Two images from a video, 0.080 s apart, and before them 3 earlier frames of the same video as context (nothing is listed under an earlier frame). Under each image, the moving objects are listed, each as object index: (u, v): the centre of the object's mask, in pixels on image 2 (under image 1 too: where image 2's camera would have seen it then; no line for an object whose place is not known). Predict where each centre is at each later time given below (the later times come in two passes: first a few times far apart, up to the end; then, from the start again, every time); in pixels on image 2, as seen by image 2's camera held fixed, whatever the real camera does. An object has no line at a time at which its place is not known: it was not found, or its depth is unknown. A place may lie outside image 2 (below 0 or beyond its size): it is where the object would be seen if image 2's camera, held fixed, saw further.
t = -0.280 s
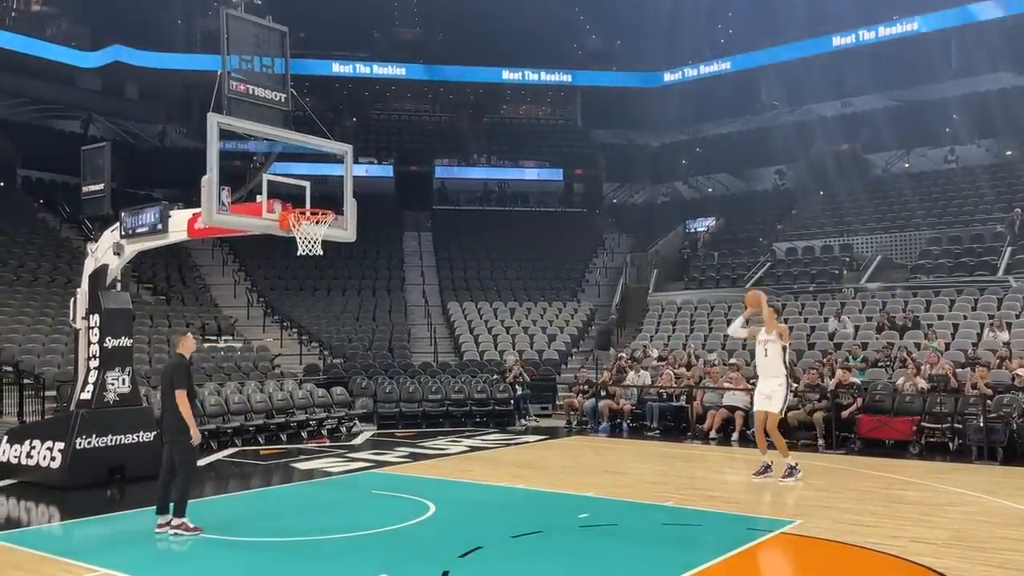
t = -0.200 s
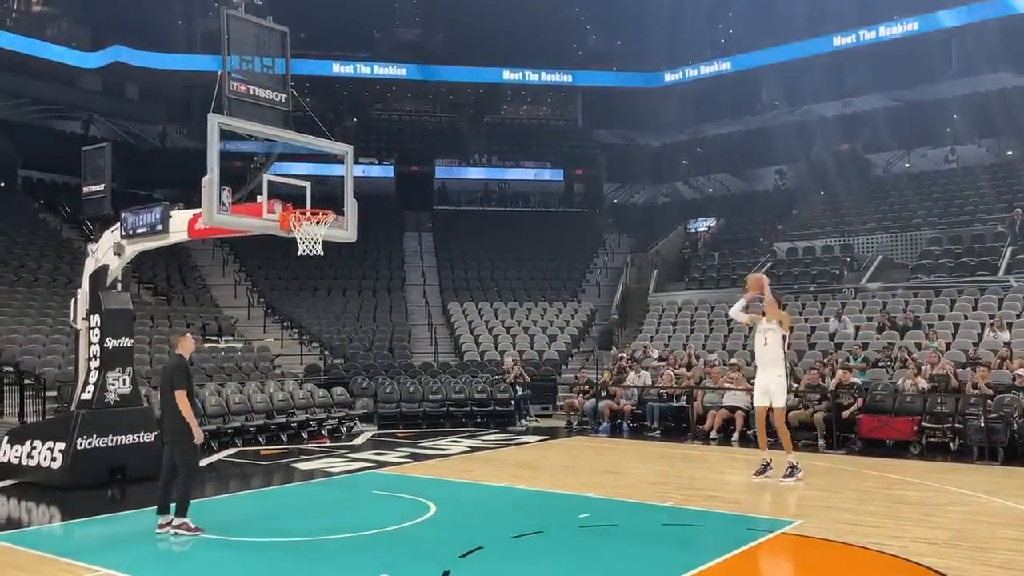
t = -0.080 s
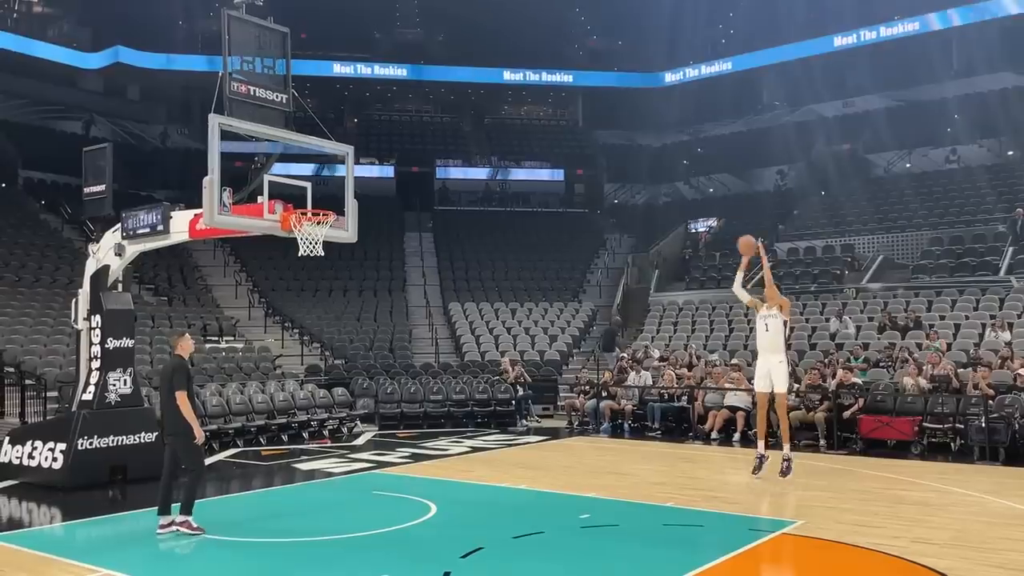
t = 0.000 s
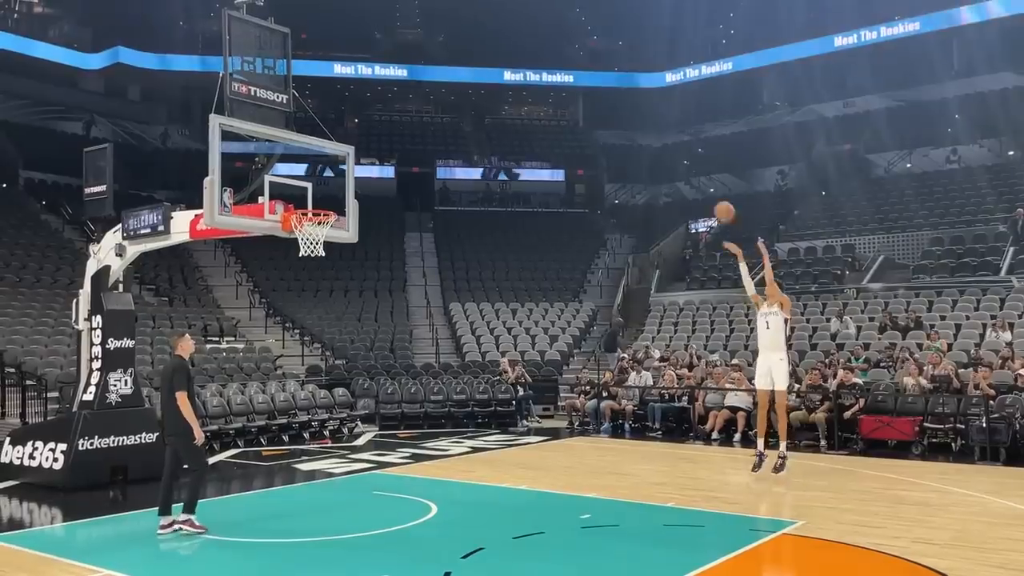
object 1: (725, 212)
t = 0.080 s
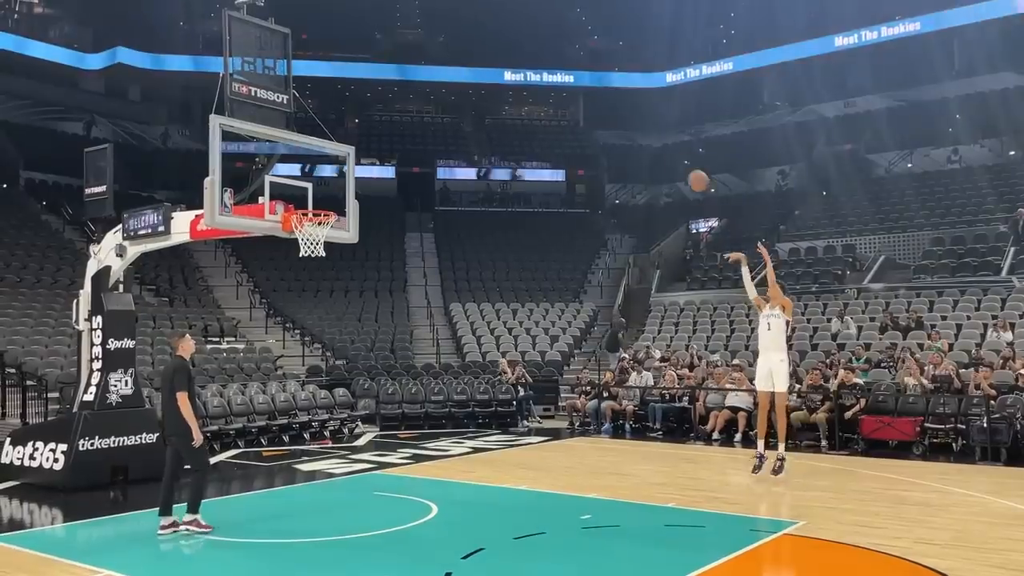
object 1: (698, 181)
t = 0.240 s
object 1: (644, 132)
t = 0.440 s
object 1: (573, 97)
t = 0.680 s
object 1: (482, 98)
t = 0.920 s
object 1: (383, 149)
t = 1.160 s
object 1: (303, 184)
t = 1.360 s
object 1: (262, 173)
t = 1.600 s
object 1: (251, 191)
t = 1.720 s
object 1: (250, 217)
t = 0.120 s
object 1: (685, 167)
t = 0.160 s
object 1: (671, 154)
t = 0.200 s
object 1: (657, 142)
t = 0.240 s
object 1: (644, 132)
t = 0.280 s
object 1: (629, 123)
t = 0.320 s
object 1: (615, 114)
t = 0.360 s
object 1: (601, 107)
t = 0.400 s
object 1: (587, 101)
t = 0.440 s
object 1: (573, 97)
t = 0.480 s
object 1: (558, 95)
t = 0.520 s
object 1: (543, 93)
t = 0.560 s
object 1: (528, 92)
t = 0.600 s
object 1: (513, 93)
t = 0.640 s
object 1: (497, 94)
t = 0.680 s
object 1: (482, 98)
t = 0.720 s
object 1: (466, 102)
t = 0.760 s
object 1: (450, 109)
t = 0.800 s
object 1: (434, 117)
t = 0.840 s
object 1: (418, 126)
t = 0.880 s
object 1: (401, 137)
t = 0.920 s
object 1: (383, 149)
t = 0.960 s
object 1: (367, 162)
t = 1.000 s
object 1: (347, 180)
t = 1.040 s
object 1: (330, 196)
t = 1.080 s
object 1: (319, 198)
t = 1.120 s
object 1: (311, 190)
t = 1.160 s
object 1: (303, 184)
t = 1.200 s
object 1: (295, 179)
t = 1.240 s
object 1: (287, 176)
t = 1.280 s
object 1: (279, 173)
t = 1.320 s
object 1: (271, 173)
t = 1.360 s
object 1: (262, 173)
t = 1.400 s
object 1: (254, 176)
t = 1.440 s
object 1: (251, 178)
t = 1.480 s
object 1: (251, 179)
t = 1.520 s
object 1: (251, 181)
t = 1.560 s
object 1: (251, 185)
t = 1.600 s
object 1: (251, 191)
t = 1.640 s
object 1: (250, 197)
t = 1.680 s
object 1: (250, 206)
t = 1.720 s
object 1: (250, 217)
